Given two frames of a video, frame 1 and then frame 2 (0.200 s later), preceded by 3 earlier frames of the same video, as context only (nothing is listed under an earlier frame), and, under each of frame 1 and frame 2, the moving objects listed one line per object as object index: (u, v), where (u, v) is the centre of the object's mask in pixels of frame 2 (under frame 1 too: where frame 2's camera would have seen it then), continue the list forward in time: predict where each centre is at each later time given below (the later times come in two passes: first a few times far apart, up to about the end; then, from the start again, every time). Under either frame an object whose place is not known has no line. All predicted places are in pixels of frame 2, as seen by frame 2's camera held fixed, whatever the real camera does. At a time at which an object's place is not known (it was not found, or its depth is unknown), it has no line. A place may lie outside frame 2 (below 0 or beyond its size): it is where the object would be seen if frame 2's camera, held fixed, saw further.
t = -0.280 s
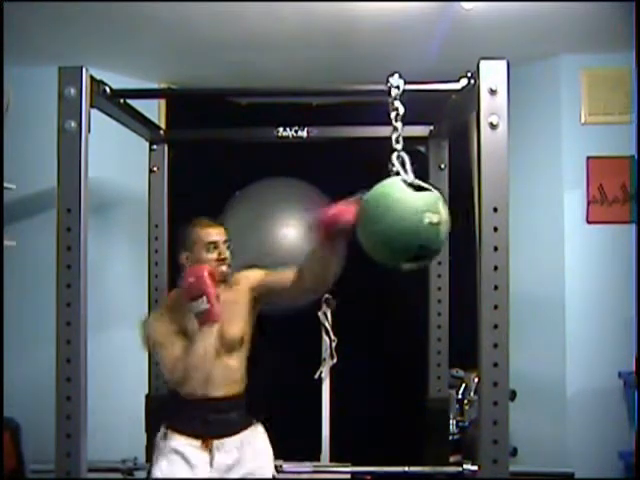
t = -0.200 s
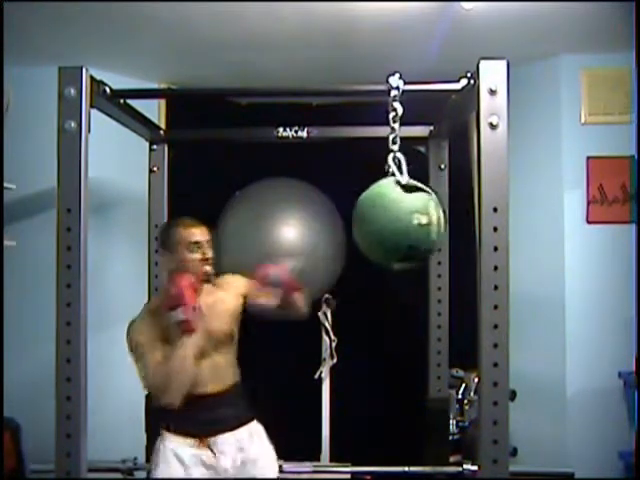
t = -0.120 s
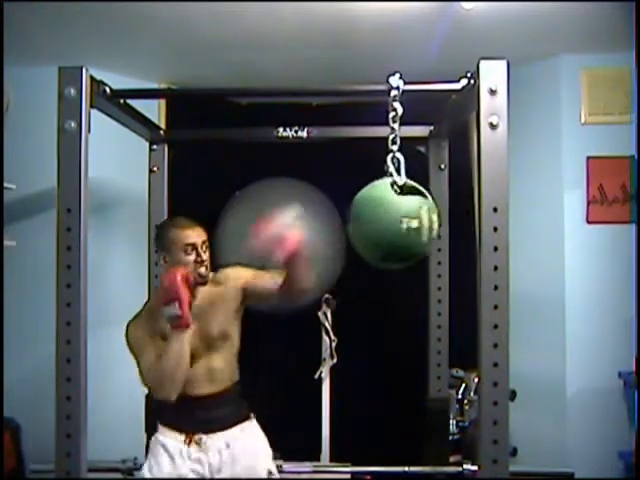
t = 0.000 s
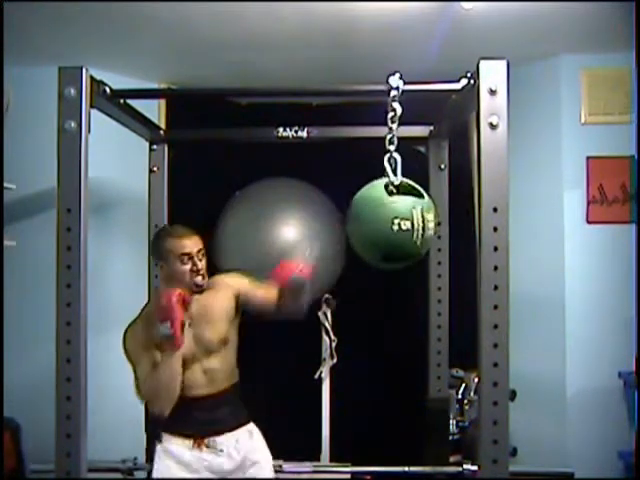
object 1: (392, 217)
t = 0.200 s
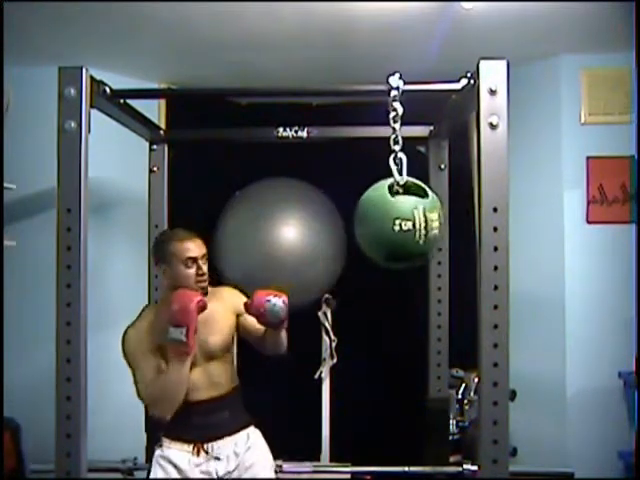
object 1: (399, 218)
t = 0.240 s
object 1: (400, 217)
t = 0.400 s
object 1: (402, 216)
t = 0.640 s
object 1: (400, 215)
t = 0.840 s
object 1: (394, 216)
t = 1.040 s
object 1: (391, 217)
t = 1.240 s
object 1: (392, 216)
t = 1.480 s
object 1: (398, 215)
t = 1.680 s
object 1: (401, 215)
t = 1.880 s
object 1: (399, 215)
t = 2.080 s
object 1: (394, 215)
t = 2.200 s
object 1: (392, 215)
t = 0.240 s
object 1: (400, 217)
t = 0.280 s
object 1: (401, 218)
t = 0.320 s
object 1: (402, 218)
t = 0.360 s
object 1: (402, 216)
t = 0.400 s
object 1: (402, 216)
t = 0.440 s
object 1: (403, 216)
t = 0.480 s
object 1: (403, 215)
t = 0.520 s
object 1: (403, 215)
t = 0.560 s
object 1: (402, 215)
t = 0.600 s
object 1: (401, 215)
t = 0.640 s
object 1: (400, 215)
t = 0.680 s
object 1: (399, 215)
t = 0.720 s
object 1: (398, 215)
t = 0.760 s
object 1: (397, 215)
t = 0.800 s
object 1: (396, 216)
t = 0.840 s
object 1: (394, 216)
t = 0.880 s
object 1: (394, 216)
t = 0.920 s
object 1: (392, 216)
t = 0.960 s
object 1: (392, 216)
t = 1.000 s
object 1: (391, 216)
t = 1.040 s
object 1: (391, 217)
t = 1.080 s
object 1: (391, 217)
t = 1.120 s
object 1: (391, 217)
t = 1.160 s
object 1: (391, 217)
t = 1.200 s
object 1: (392, 217)
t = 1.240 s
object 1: (392, 216)
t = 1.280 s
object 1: (393, 216)
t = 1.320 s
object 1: (394, 216)
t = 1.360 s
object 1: (395, 216)
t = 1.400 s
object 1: (396, 216)
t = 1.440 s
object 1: (398, 216)
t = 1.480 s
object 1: (398, 215)
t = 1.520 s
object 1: (399, 215)
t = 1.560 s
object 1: (400, 215)
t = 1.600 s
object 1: (400, 215)
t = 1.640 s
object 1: (401, 215)
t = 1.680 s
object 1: (401, 215)
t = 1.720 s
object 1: (401, 215)
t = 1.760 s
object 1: (401, 215)
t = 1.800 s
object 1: (400, 215)
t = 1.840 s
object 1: (400, 215)
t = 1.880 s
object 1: (399, 215)
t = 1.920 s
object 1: (398, 215)
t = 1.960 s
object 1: (396, 215)
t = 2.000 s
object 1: (395, 215)
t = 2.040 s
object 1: (395, 215)
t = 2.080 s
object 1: (394, 215)
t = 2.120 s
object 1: (393, 215)
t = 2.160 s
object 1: (392, 215)
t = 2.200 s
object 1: (392, 215)
